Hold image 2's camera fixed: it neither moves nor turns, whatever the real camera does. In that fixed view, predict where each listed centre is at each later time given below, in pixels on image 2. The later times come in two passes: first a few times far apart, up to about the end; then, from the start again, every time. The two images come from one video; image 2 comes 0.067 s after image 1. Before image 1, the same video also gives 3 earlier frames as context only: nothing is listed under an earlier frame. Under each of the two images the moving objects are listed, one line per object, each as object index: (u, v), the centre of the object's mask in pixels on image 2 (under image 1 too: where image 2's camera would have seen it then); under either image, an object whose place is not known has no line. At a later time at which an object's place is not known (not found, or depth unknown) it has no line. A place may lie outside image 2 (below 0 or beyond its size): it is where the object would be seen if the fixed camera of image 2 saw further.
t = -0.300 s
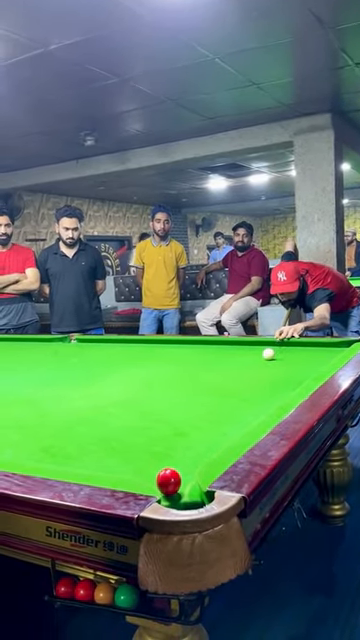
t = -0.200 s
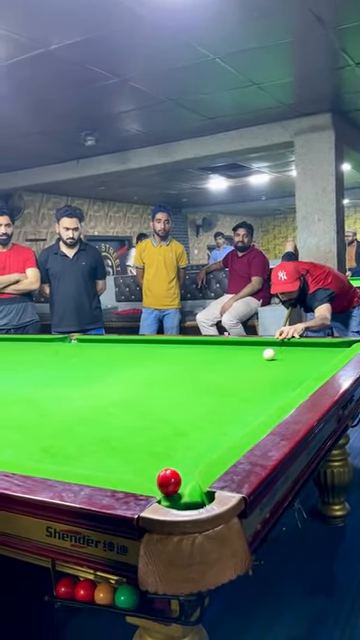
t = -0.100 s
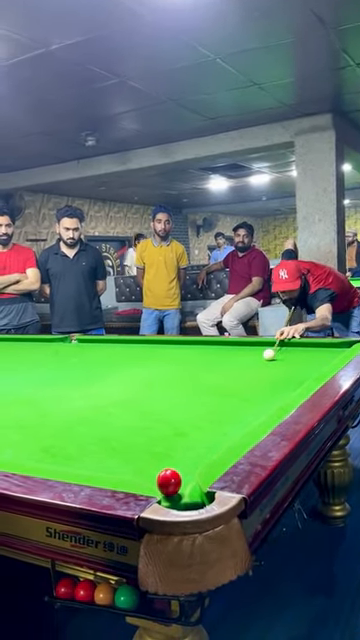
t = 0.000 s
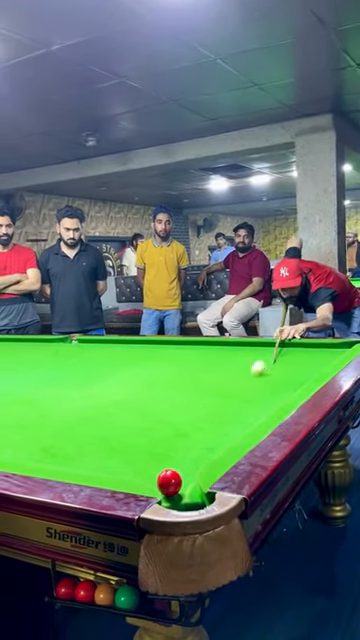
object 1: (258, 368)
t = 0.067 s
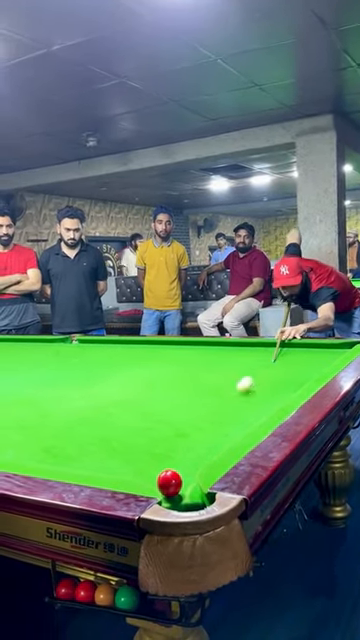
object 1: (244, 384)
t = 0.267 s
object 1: (179, 464)
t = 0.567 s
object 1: (160, 455)
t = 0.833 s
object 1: (161, 435)
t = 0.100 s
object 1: (236, 394)
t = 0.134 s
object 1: (227, 405)
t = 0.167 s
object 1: (217, 417)
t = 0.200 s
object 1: (206, 432)
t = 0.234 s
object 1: (193, 449)
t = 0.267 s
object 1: (179, 464)
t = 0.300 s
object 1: (171, 471)
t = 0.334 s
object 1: (167, 472)
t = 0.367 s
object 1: (164, 471)
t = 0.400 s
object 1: (162, 469)
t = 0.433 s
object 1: (161, 467)
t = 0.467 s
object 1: (161, 464)
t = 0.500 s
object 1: (161, 461)
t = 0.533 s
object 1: (160, 458)
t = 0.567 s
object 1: (160, 455)
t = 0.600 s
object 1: (161, 453)
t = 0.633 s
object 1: (161, 450)
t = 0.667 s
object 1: (161, 447)
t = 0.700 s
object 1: (161, 445)
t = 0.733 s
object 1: (161, 442)
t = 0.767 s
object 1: (161, 440)
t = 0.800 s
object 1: (161, 438)
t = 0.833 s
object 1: (161, 435)
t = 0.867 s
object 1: (161, 433)
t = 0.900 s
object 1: (161, 431)
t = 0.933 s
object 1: (161, 429)
